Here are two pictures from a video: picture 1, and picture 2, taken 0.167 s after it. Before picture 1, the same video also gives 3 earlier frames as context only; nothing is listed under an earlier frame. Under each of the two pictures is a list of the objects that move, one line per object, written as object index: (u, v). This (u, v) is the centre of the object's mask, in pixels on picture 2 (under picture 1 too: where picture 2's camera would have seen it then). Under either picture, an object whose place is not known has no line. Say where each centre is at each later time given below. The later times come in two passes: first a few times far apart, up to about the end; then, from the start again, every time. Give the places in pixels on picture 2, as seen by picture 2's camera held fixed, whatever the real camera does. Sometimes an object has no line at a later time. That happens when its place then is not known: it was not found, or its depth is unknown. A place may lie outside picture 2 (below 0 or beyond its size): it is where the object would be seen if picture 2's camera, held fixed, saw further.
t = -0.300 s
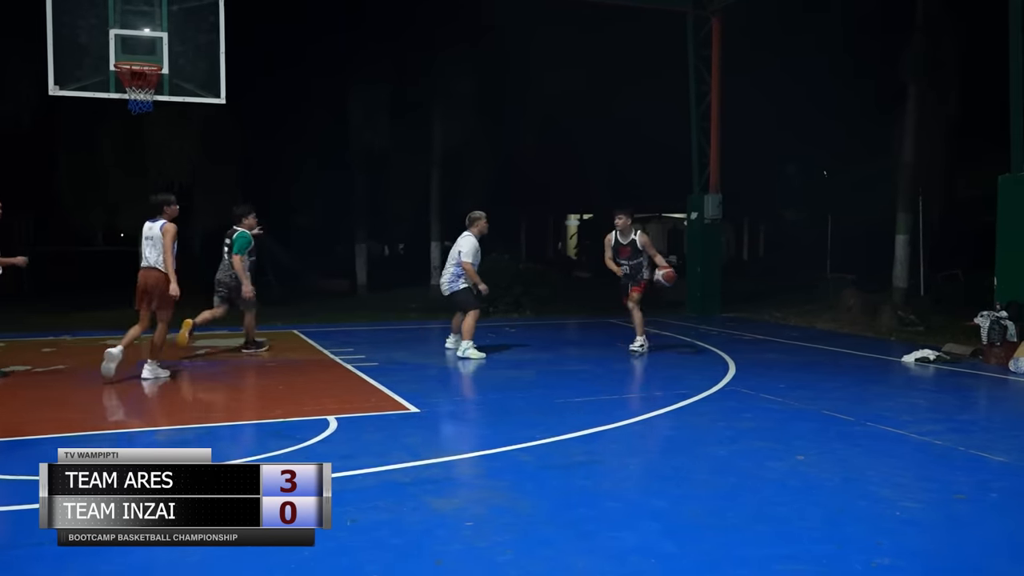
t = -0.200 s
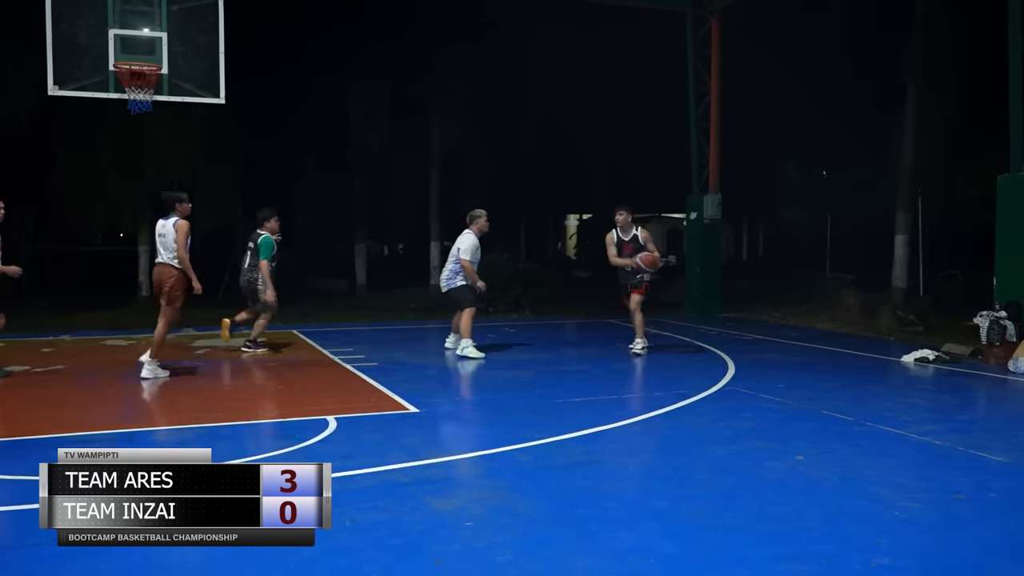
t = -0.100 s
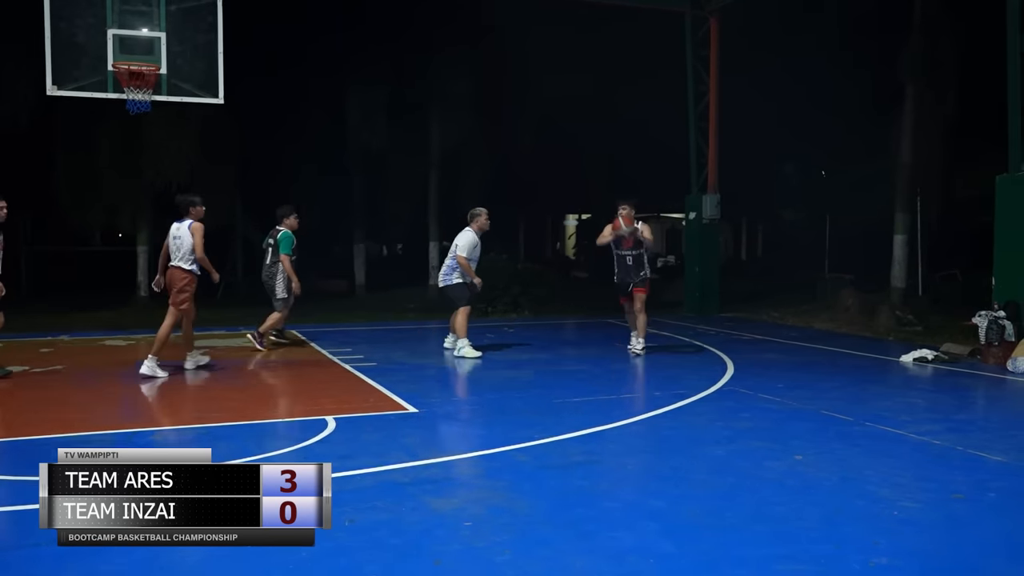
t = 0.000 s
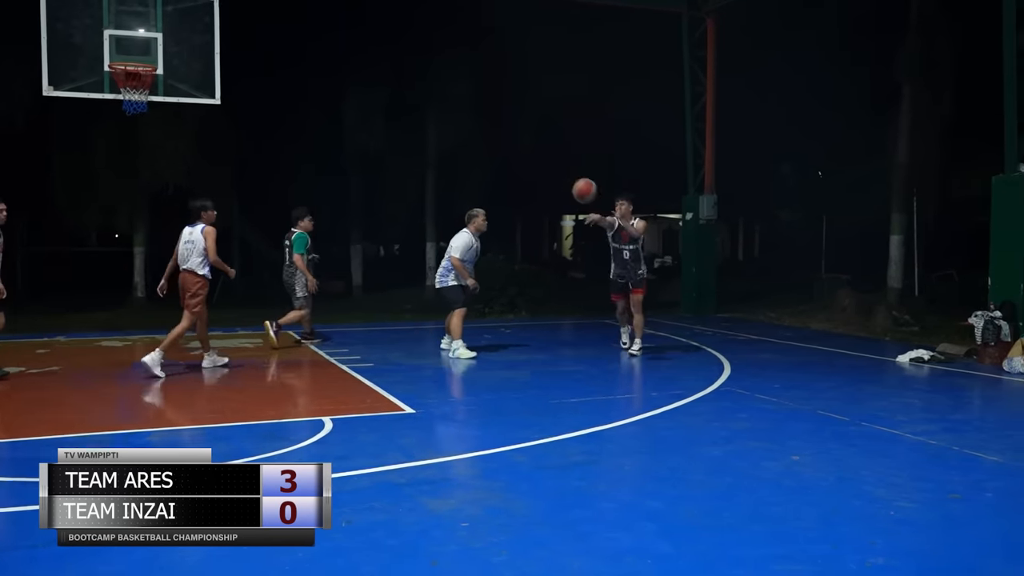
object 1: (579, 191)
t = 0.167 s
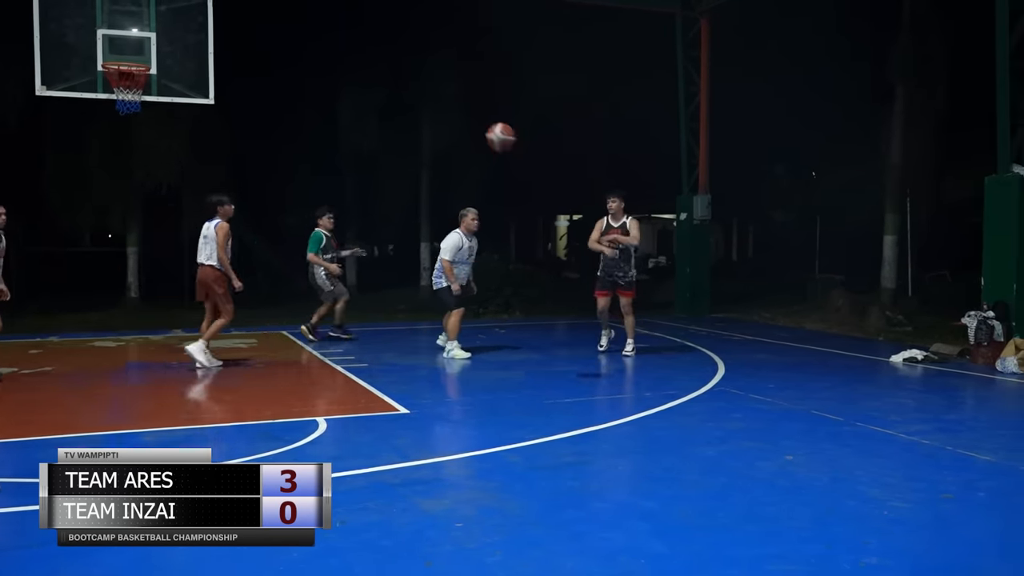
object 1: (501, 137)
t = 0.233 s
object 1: (462, 120)
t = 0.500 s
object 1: (261, 96)
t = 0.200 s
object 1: (482, 128)
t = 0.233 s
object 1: (462, 120)
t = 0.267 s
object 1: (442, 113)
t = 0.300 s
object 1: (421, 107)
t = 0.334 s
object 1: (398, 101)
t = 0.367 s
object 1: (374, 97)
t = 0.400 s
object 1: (348, 95)
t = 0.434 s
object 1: (320, 93)
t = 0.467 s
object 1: (292, 93)
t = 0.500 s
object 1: (261, 96)
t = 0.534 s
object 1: (227, 99)
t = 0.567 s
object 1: (190, 104)
